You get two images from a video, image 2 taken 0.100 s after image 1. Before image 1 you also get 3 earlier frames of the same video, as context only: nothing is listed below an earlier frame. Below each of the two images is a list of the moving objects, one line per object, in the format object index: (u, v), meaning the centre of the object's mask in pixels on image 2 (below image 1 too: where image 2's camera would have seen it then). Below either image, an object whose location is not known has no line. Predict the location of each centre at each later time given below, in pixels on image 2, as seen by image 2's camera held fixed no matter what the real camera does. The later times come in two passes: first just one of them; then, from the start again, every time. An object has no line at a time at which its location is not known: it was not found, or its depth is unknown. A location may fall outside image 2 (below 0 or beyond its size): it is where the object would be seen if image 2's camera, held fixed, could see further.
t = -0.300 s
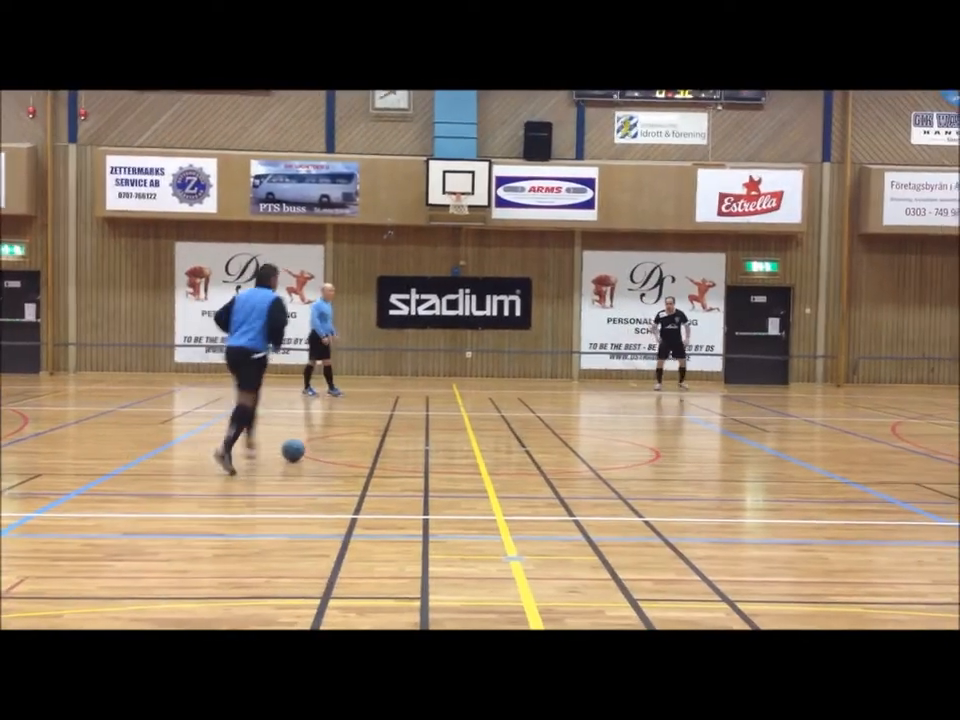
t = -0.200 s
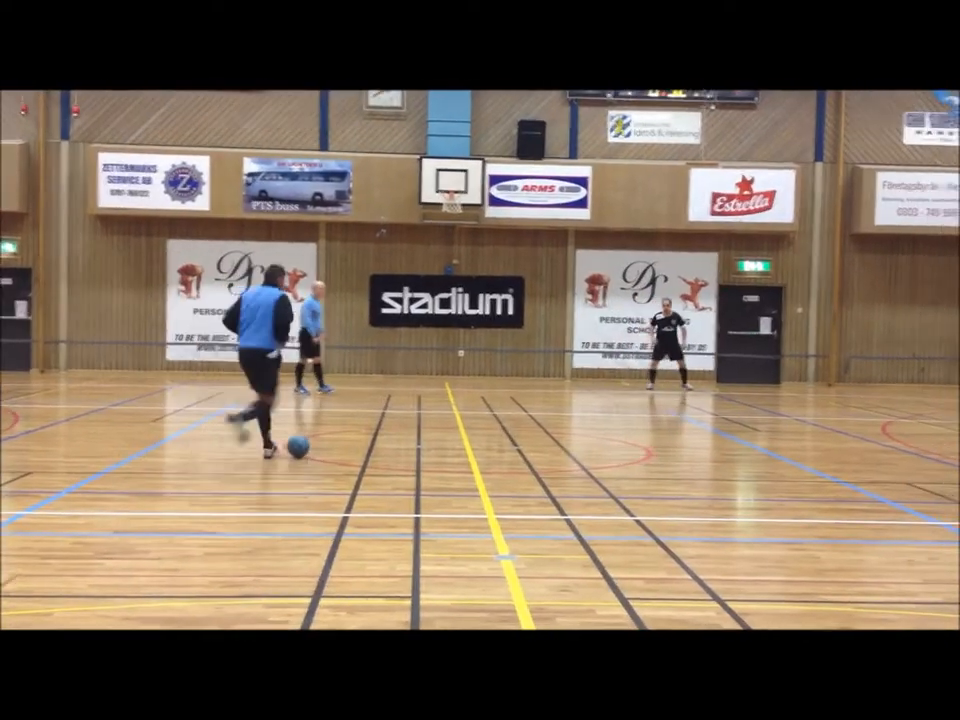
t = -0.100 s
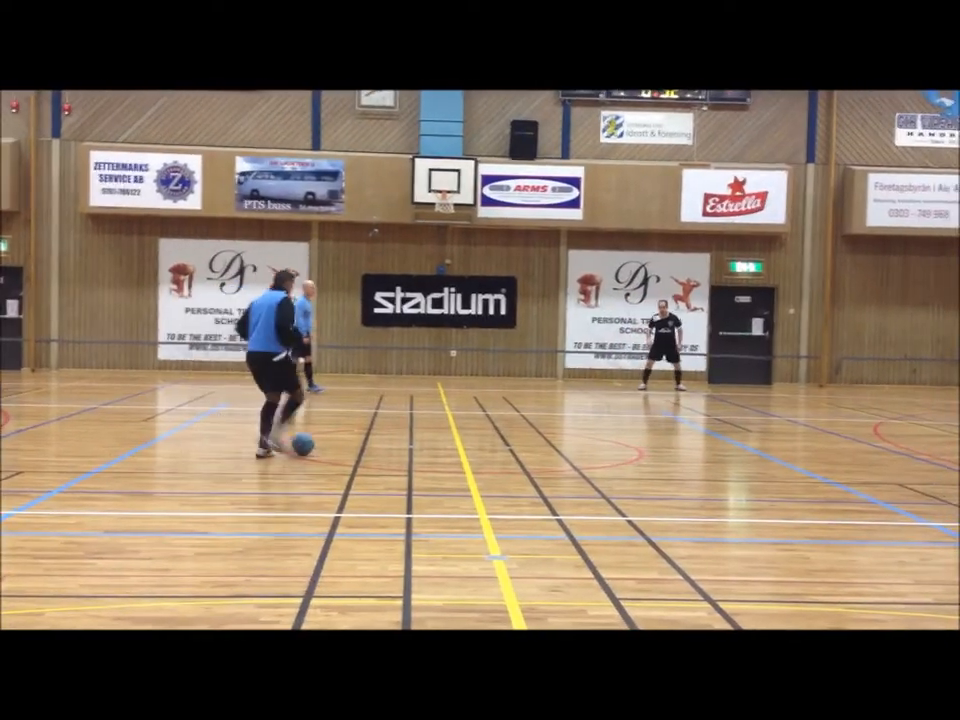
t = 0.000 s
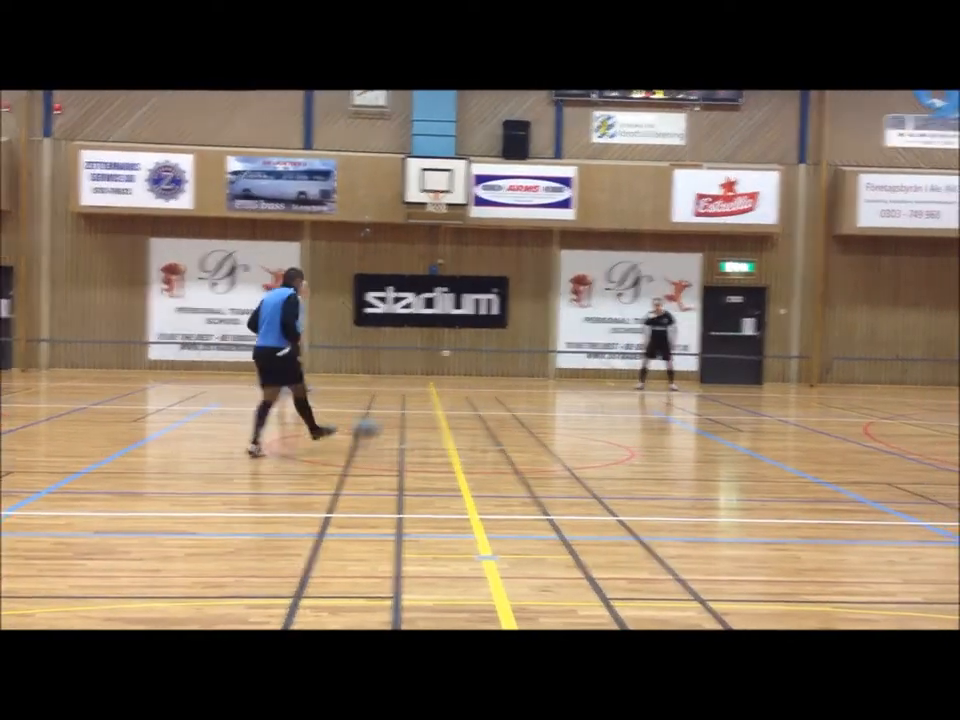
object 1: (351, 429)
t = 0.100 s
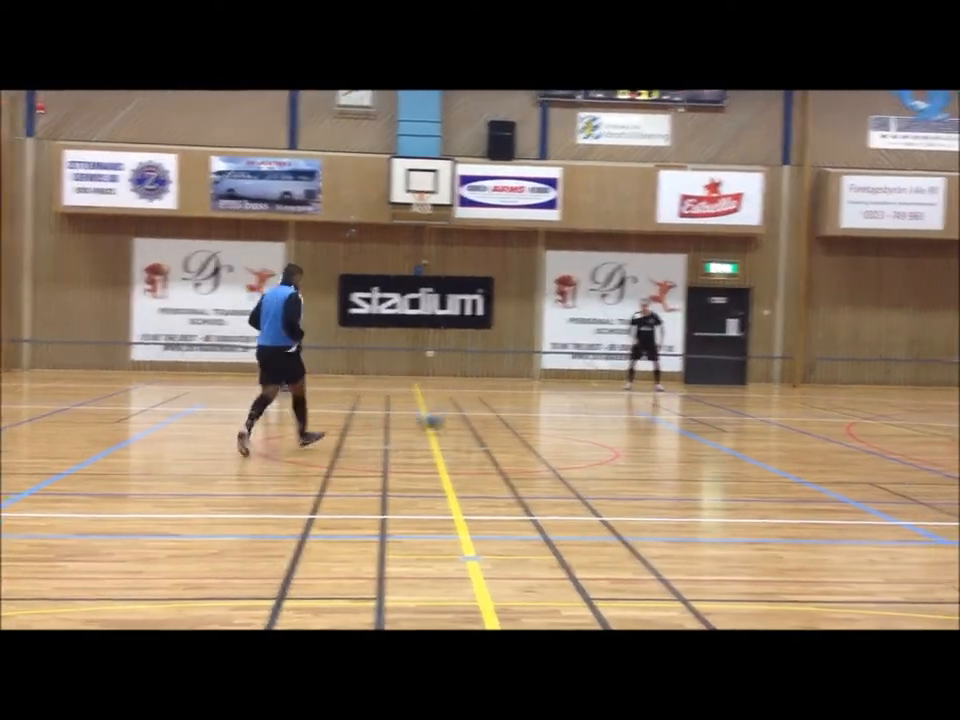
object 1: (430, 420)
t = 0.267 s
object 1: (520, 410)
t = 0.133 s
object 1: (453, 418)
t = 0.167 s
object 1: (471, 418)
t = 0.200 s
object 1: (489, 414)
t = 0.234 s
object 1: (505, 412)
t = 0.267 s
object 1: (520, 410)
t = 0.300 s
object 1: (533, 410)
